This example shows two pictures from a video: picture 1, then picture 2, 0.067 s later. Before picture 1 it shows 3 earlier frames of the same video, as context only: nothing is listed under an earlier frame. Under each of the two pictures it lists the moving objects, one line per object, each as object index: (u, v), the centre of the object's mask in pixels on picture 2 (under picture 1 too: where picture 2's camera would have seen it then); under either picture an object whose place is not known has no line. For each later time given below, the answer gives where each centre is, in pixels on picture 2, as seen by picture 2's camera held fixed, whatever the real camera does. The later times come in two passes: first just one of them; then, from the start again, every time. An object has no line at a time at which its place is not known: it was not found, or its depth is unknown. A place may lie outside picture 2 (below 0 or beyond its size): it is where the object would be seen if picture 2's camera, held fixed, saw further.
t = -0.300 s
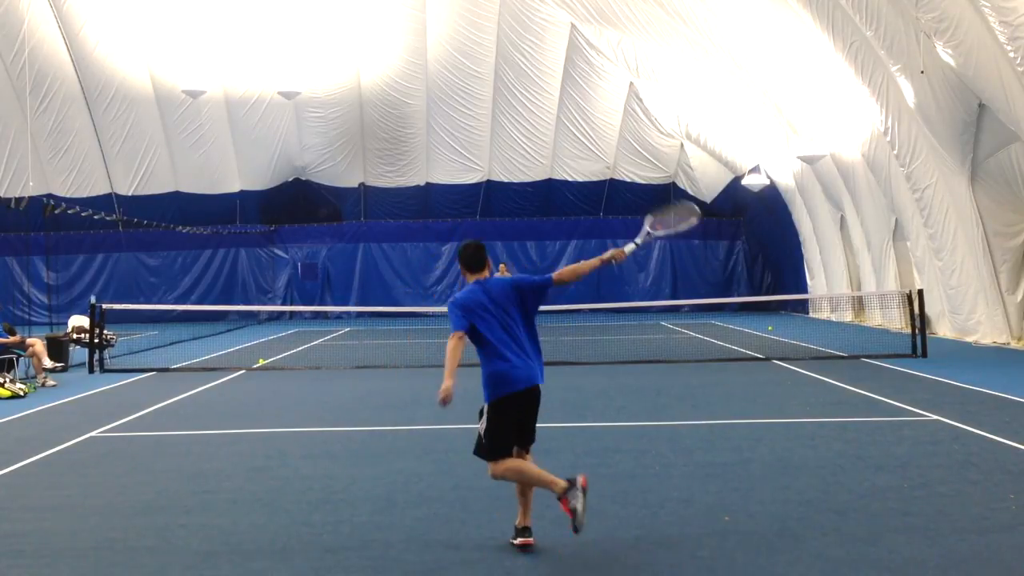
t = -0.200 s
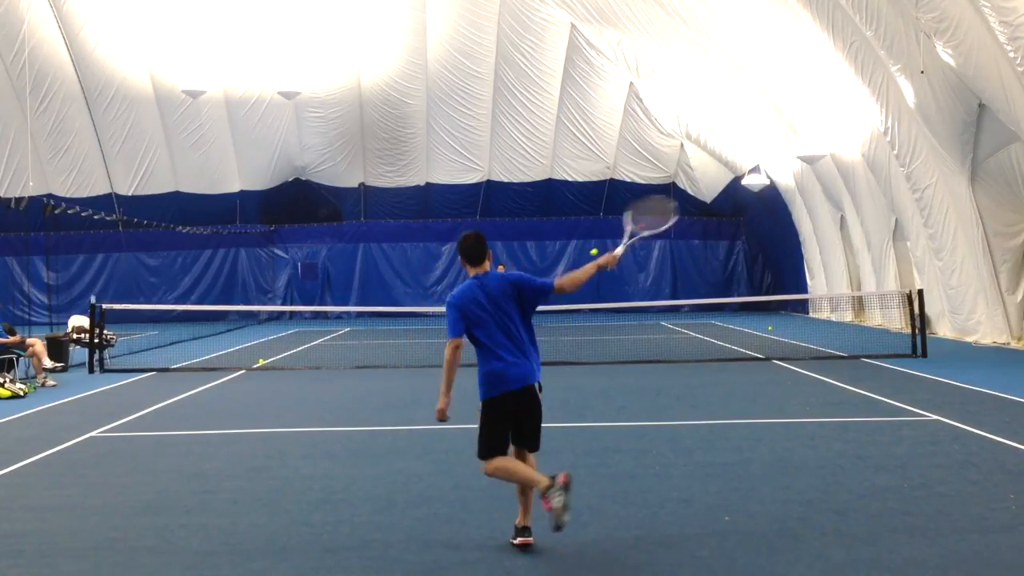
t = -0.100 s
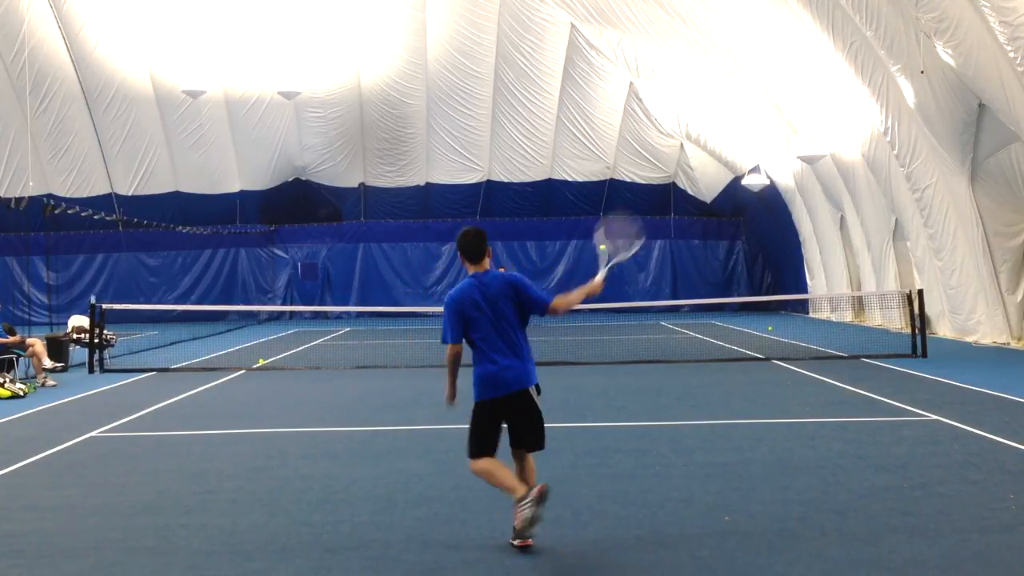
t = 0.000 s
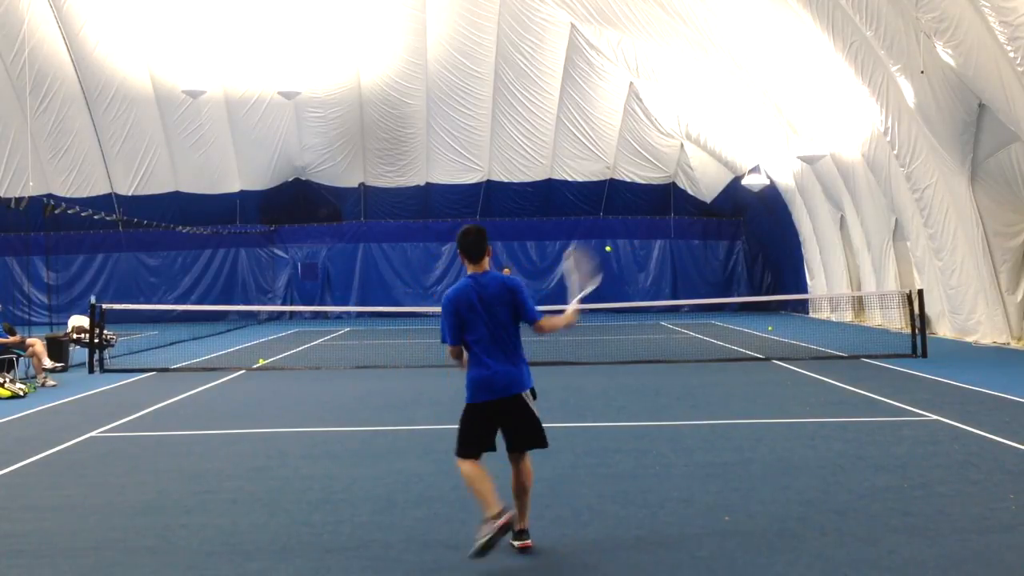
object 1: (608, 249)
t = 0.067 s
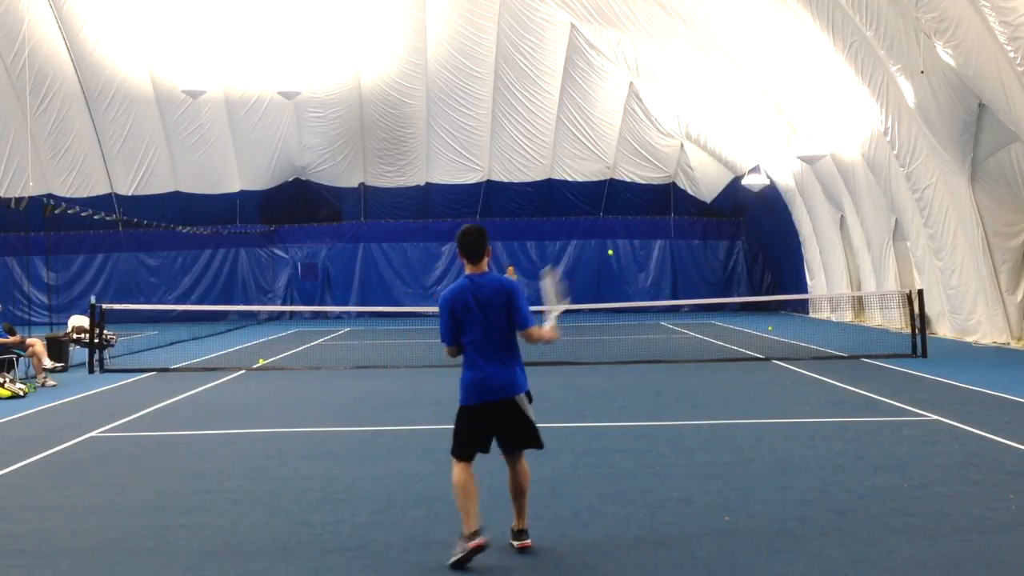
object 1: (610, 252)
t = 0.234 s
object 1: (613, 268)
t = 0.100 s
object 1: (609, 254)
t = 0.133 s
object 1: (610, 256)
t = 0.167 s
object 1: (611, 260)
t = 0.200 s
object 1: (613, 264)
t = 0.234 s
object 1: (613, 268)
